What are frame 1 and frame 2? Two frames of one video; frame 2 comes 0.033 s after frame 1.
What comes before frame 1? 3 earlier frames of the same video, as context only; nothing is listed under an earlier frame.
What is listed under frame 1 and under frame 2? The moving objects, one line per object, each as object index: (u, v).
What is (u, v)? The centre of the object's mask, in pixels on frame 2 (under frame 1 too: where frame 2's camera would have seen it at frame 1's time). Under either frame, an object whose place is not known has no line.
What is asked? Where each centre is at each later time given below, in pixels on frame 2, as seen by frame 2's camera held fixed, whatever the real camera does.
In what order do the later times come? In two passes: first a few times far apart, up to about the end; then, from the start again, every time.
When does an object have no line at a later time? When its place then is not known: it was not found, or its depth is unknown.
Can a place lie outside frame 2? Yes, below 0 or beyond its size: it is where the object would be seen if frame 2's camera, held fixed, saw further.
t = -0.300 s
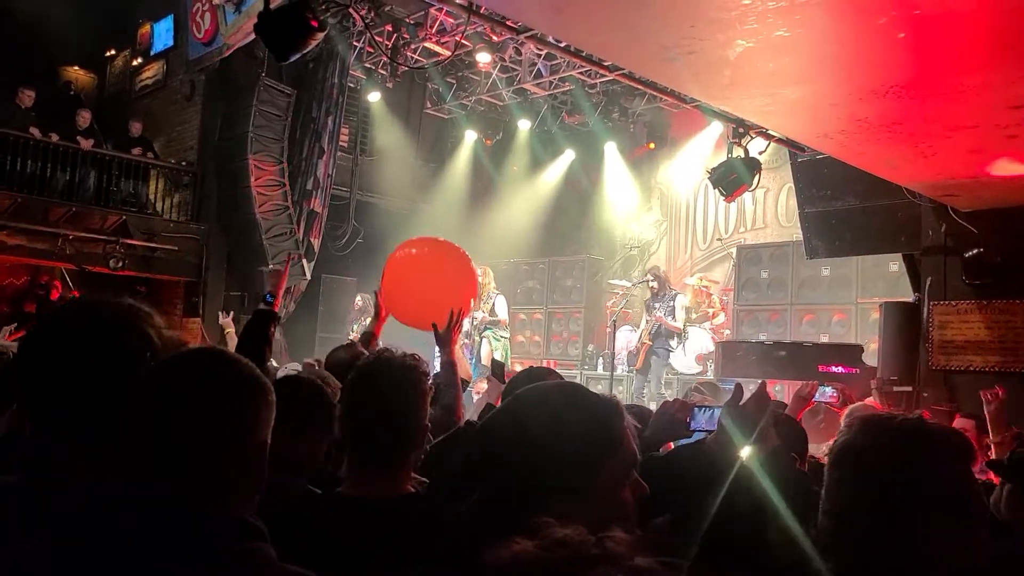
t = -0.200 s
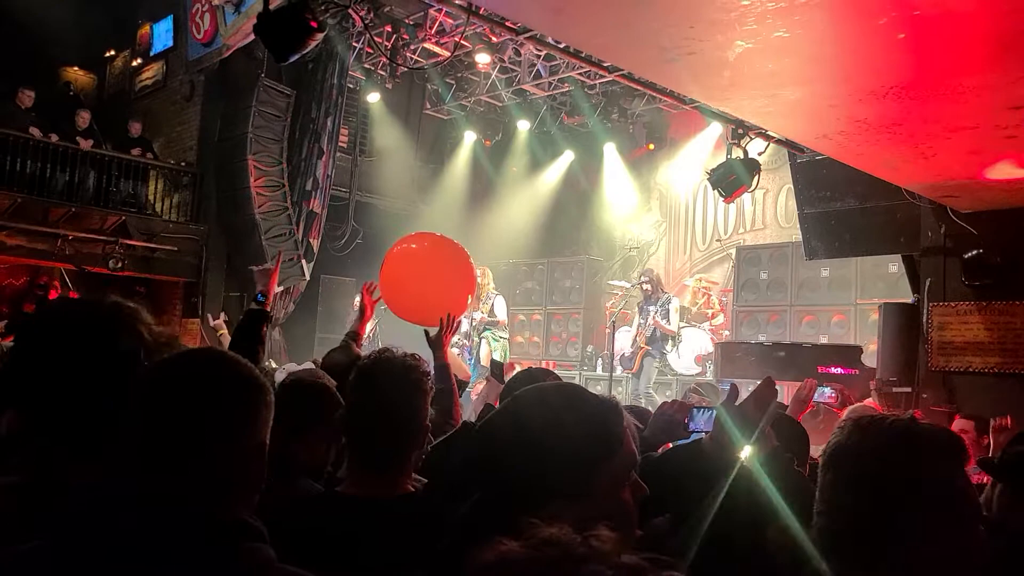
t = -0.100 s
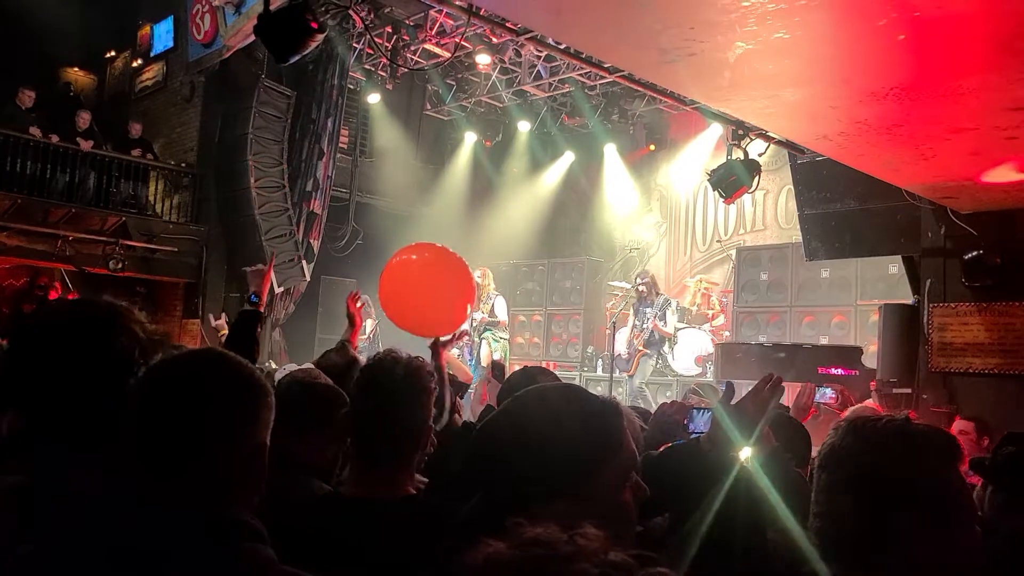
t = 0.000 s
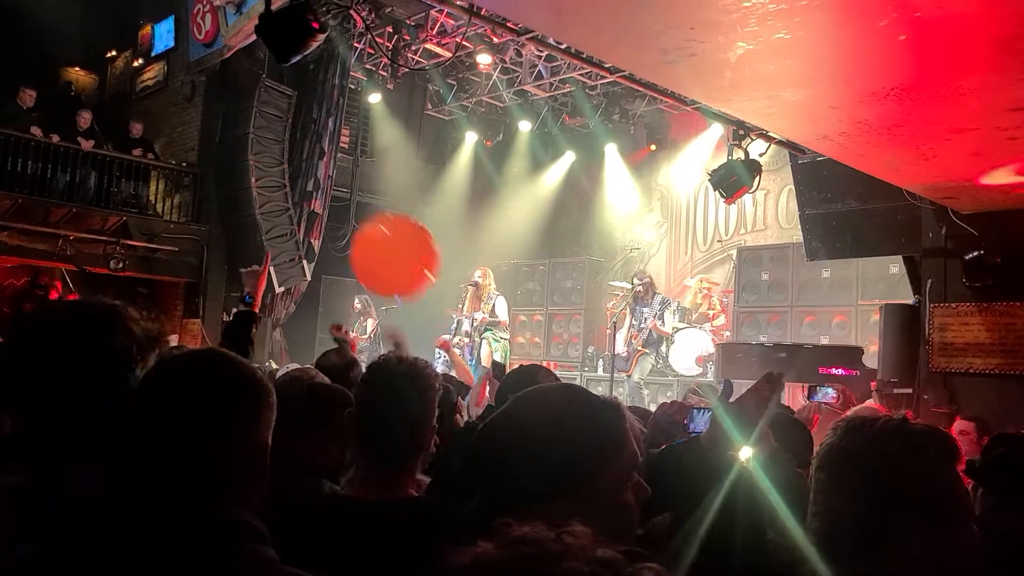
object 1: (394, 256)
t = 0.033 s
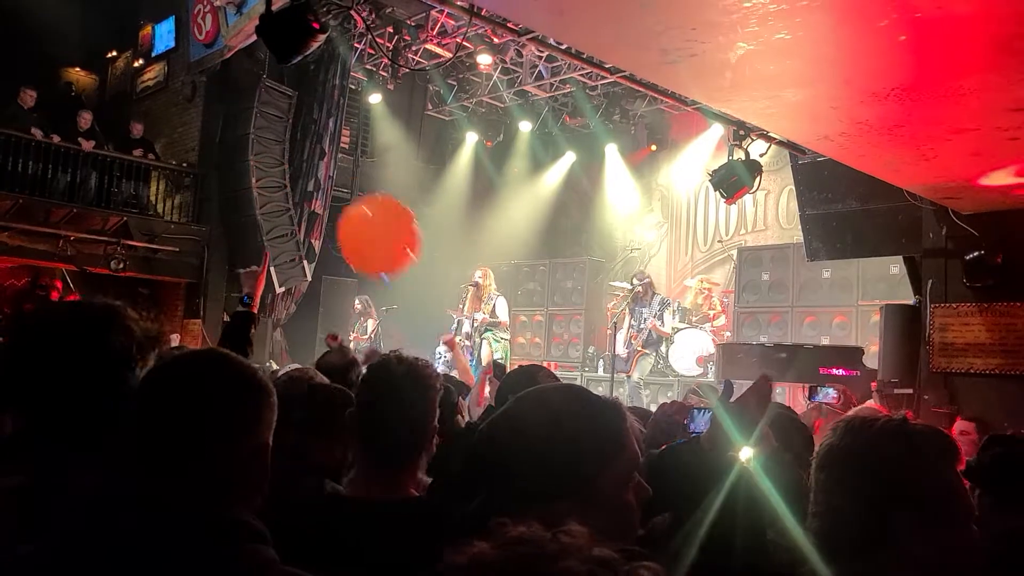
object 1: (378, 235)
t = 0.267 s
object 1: (306, 159)
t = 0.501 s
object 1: (283, 134)
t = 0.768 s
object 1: (276, 137)
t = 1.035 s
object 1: (269, 159)
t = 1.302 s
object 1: (265, 197)
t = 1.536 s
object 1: (296, 234)
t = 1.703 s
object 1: (321, 271)
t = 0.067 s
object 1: (365, 220)
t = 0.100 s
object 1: (352, 206)
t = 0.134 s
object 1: (340, 194)
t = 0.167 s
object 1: (329, 183)
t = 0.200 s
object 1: (320, 174)
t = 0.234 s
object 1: (312, 166)
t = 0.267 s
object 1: (306, 159)
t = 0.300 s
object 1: (301, 153)
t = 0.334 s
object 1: (297, 149)
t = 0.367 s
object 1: (294, 145)
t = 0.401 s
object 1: (291, 141)
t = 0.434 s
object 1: (288, 138)
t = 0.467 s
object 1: (285, 136)
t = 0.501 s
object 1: (283, 134)
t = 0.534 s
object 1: (281, 133)
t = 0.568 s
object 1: (280, 132)
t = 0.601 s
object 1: (279, 132)
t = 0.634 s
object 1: (278, 132)
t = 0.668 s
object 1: (278, 133)
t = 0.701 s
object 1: (278, 134)
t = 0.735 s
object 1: (277, 135)
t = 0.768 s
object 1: (276, 137)
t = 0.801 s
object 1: (276, 139)
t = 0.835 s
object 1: (275, 141)
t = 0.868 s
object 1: (274, 143)
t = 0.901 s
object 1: (273, 146)
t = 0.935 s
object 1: (272, 149)
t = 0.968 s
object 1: (271, 152)
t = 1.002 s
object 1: (270, 156)
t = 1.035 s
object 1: (269, 159)
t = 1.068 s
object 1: (268, 163)
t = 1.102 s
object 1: (267, 167)
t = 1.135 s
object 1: (266, 171)
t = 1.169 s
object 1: (266, 176)
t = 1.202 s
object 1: (266, 181)
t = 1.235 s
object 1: (265, 186)
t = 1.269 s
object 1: (265, 191)
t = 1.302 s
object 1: (265, 197)
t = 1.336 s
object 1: (265, 203)
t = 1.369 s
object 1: (268, 208)
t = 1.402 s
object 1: (274, 213)
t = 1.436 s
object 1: (279, 217)
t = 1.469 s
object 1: (285, 222)
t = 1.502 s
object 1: (290, 228)
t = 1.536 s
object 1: (296, 234)
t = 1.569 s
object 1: (301, 240)
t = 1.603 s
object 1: (306, 247)
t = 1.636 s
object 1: (312, 254)
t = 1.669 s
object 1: (317, 263)
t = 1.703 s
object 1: (321, 271)
